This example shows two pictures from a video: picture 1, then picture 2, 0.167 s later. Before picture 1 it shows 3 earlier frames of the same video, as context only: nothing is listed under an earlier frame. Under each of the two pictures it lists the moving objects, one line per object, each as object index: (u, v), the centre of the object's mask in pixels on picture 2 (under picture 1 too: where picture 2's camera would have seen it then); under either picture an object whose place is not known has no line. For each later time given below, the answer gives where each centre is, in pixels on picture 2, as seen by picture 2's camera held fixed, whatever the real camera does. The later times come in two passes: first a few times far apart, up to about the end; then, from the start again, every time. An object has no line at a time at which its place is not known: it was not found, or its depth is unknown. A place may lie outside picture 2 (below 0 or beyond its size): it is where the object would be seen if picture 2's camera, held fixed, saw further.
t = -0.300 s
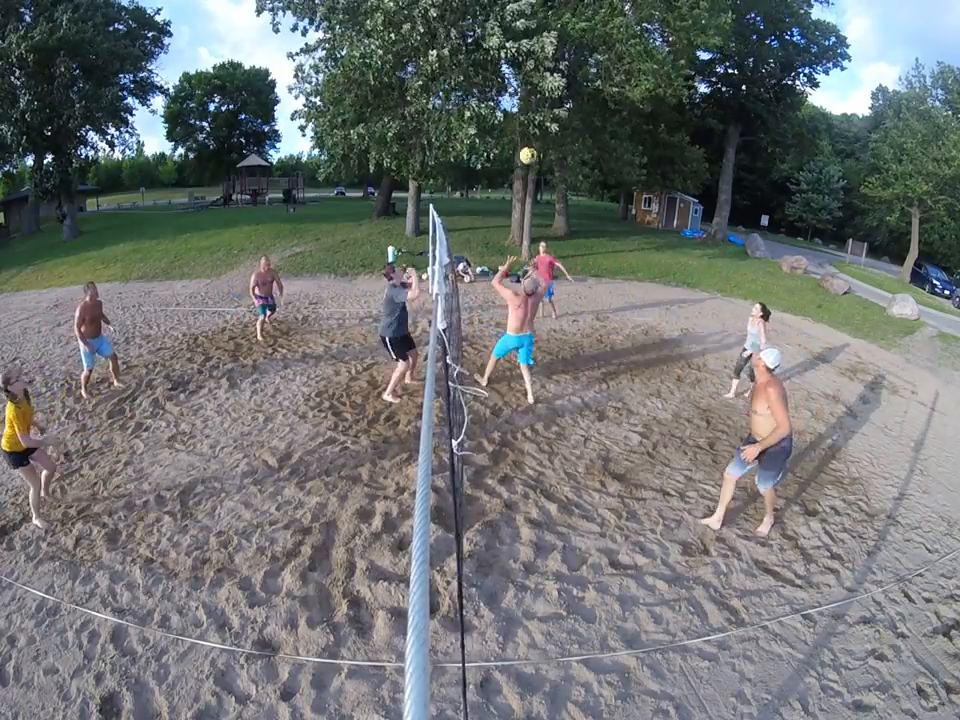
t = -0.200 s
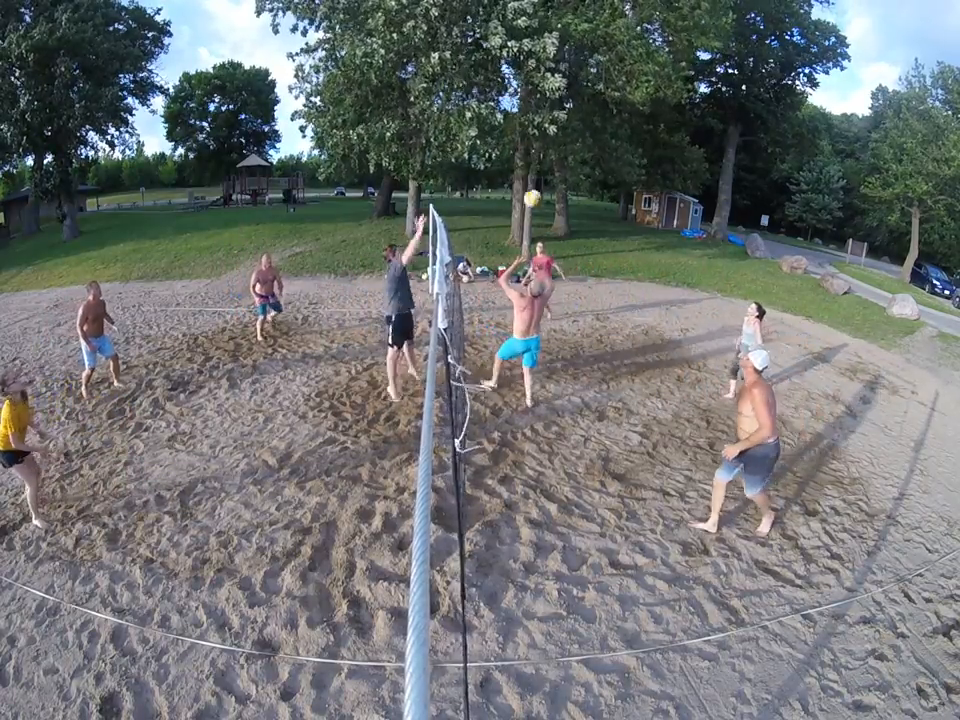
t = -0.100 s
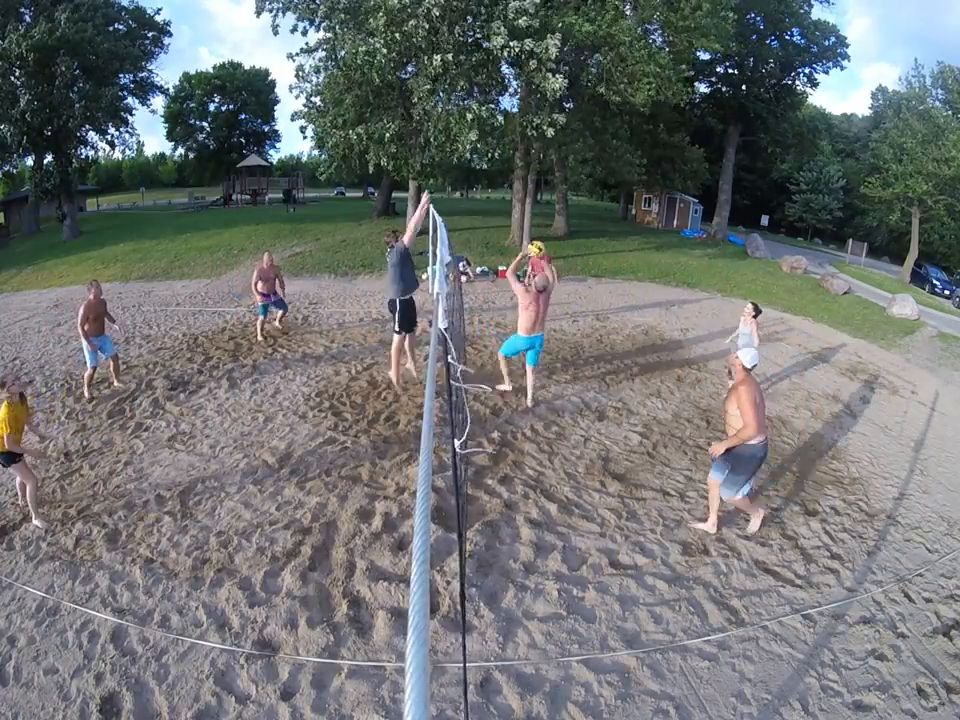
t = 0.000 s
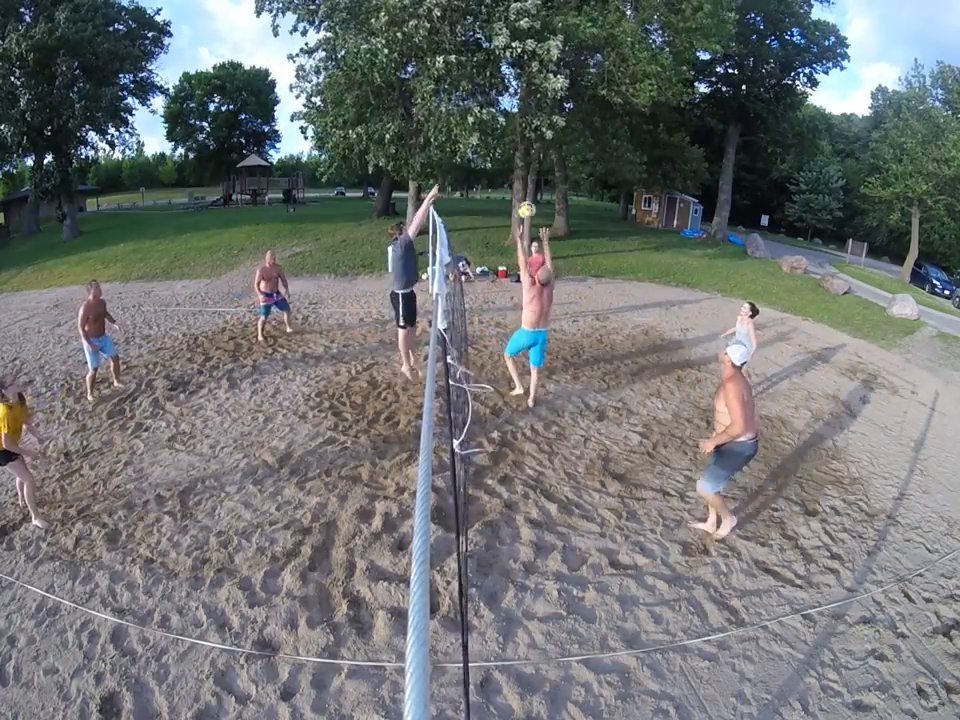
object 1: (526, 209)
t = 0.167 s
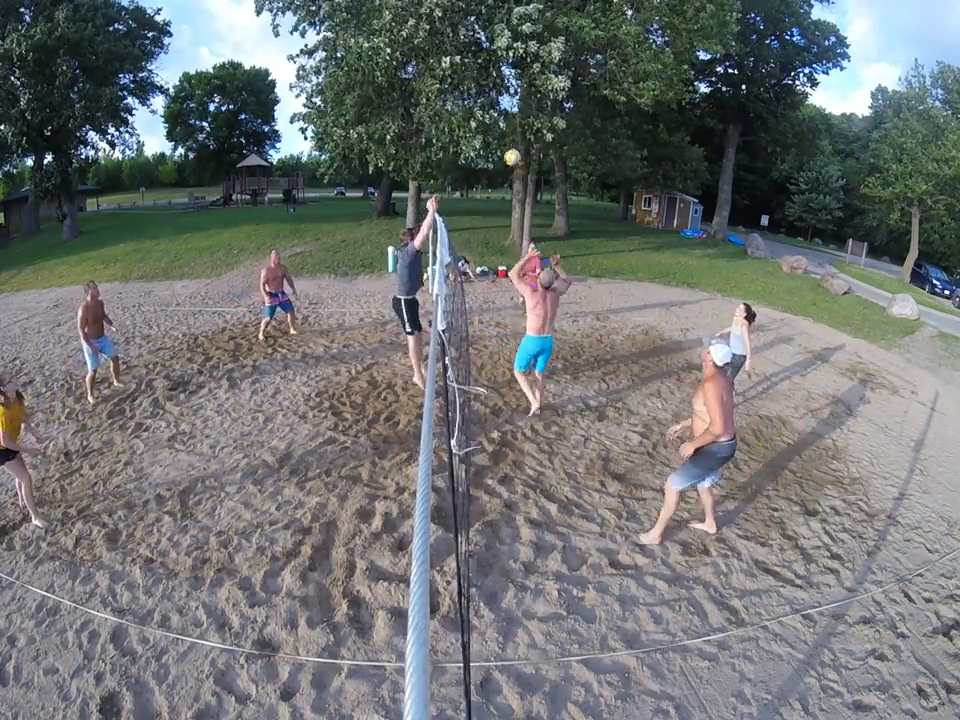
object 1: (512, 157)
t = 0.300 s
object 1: (501, 133)
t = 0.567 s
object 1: (481, 126)
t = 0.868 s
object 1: (465, 172)
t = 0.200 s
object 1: (509, 150)
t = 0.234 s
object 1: (506, 144)
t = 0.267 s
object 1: (503, 137)
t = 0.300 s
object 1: (501, 133)
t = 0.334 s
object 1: (498, 130)
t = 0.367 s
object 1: (496, 127)
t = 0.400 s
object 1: (493, 125)
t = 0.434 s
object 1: (491, 124)
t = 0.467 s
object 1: (488, 123)
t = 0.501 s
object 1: (486, 123)
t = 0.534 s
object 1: (484, 124)
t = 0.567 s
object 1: (481, 126)
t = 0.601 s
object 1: (478, 128)
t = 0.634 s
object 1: (477, 132)
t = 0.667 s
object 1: (474, 136)
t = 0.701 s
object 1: (472, 141)
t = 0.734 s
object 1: (471, 146)
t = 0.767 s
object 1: (469, 151)
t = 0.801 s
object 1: (468, 158)
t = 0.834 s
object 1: (466, 164)
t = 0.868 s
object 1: (465, 172)
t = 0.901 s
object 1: (464, 179)
